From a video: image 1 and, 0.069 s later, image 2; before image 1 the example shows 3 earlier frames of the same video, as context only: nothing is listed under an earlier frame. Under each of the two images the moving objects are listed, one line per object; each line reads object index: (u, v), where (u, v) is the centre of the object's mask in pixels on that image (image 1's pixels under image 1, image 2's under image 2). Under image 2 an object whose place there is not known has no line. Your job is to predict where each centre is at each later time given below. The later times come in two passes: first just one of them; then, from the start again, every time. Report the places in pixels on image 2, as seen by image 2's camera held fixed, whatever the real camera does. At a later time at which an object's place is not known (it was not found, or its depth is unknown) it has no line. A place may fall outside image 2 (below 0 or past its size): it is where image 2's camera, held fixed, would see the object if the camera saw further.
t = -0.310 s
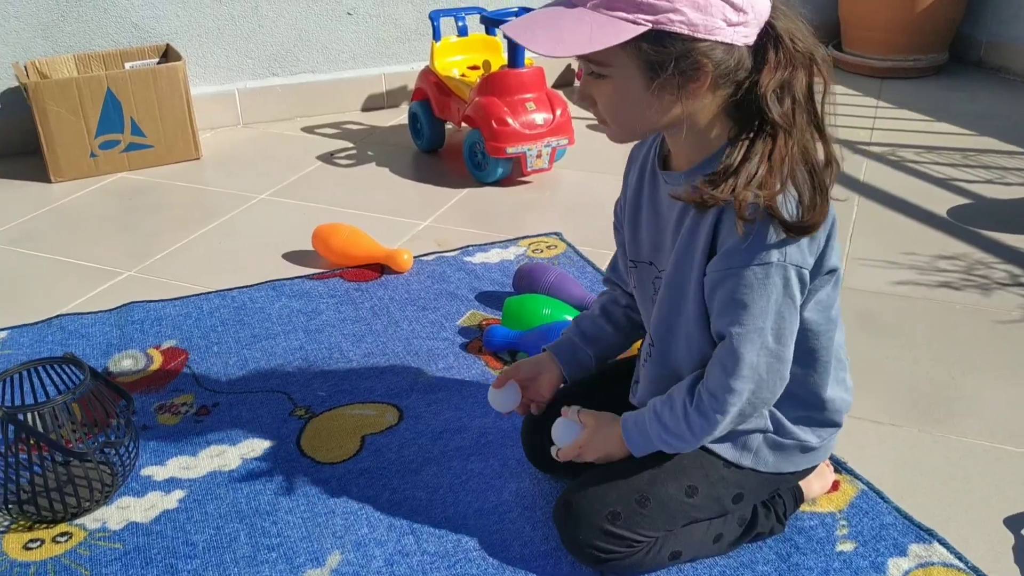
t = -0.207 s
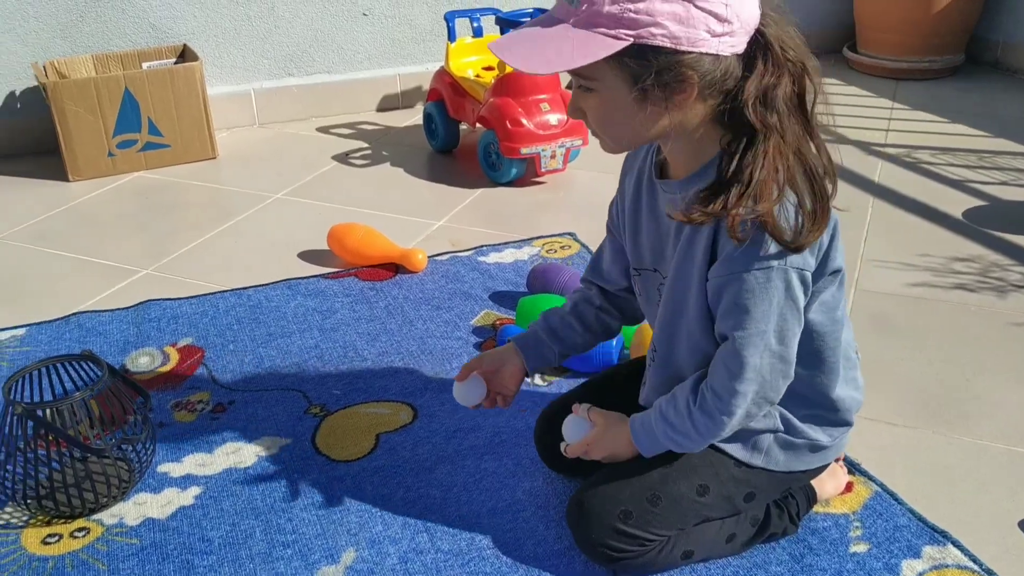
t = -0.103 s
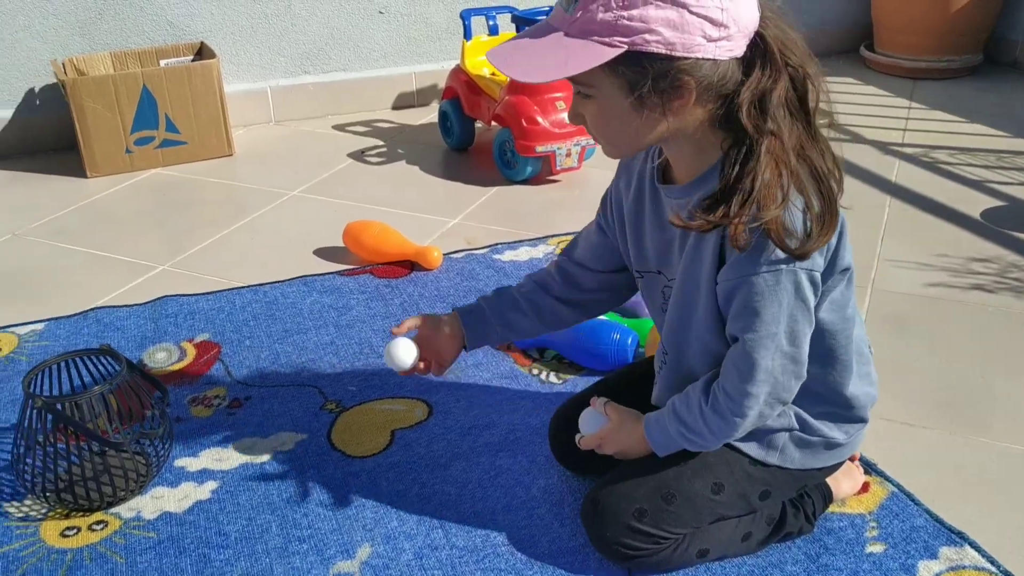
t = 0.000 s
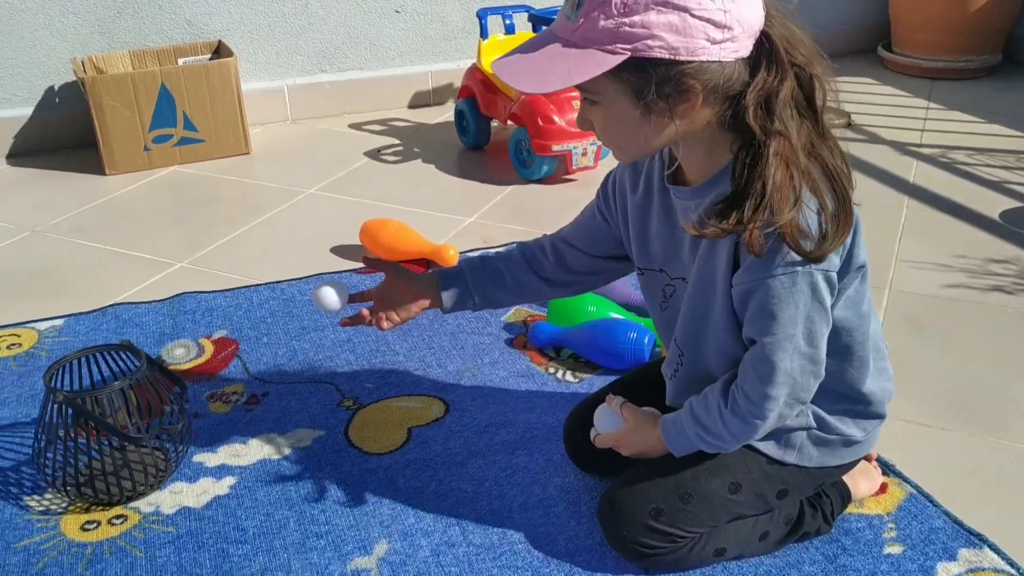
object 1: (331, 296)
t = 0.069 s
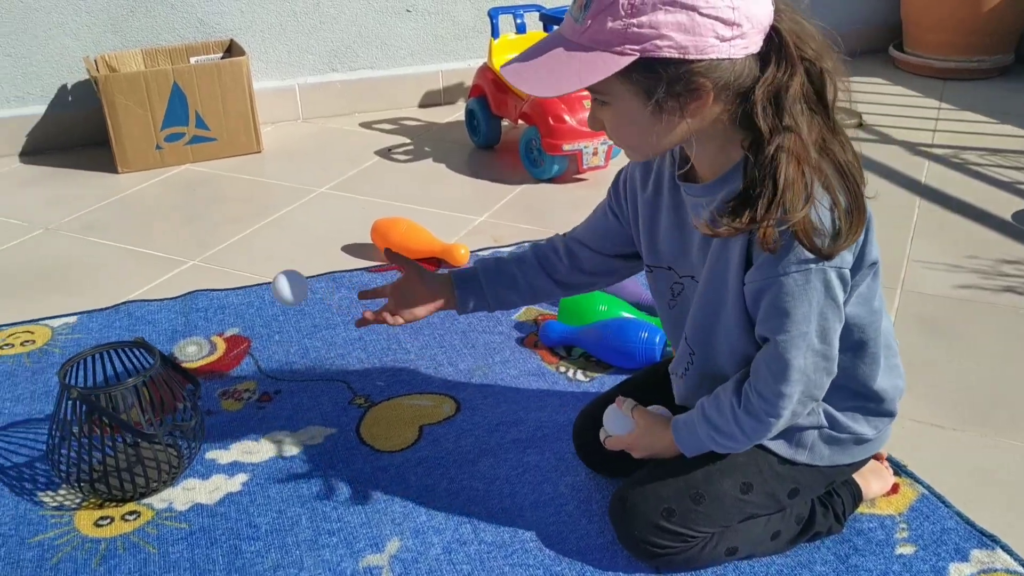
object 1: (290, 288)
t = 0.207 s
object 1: (203, 378)
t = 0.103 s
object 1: (265, 297)
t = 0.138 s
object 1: (242, 316)
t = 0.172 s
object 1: (222, 343)
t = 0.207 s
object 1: (203, 378)
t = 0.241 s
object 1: (183, 395)
